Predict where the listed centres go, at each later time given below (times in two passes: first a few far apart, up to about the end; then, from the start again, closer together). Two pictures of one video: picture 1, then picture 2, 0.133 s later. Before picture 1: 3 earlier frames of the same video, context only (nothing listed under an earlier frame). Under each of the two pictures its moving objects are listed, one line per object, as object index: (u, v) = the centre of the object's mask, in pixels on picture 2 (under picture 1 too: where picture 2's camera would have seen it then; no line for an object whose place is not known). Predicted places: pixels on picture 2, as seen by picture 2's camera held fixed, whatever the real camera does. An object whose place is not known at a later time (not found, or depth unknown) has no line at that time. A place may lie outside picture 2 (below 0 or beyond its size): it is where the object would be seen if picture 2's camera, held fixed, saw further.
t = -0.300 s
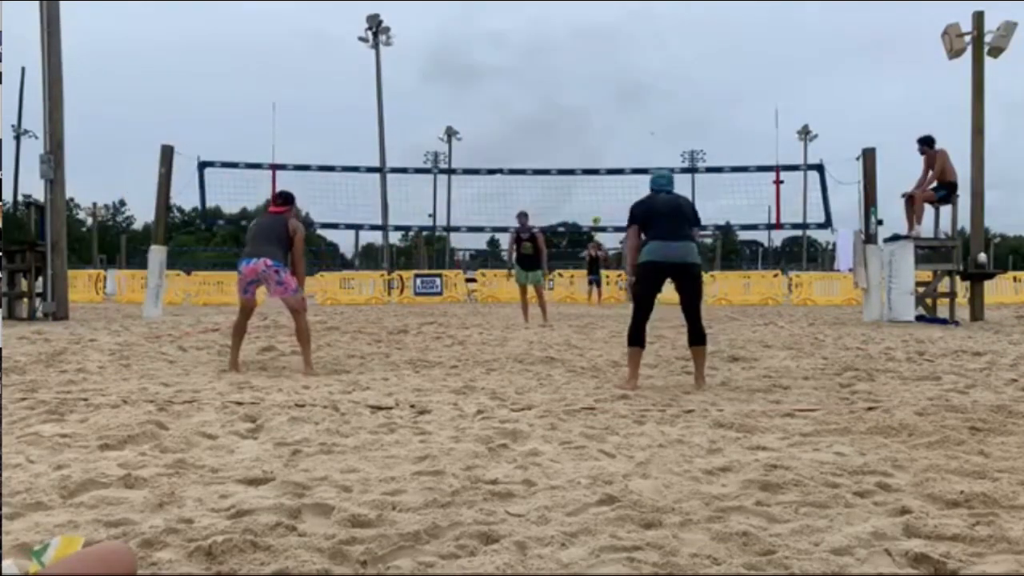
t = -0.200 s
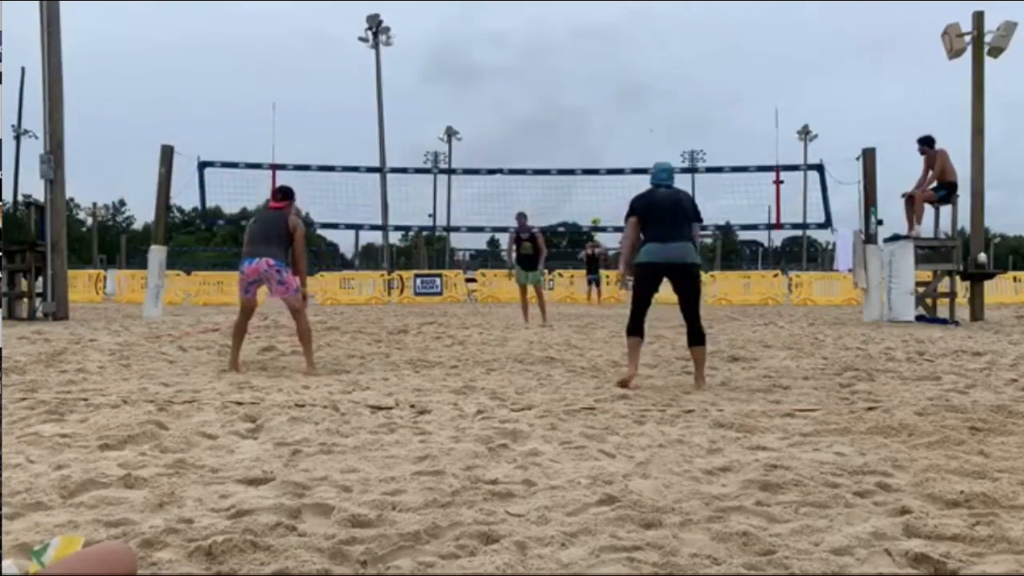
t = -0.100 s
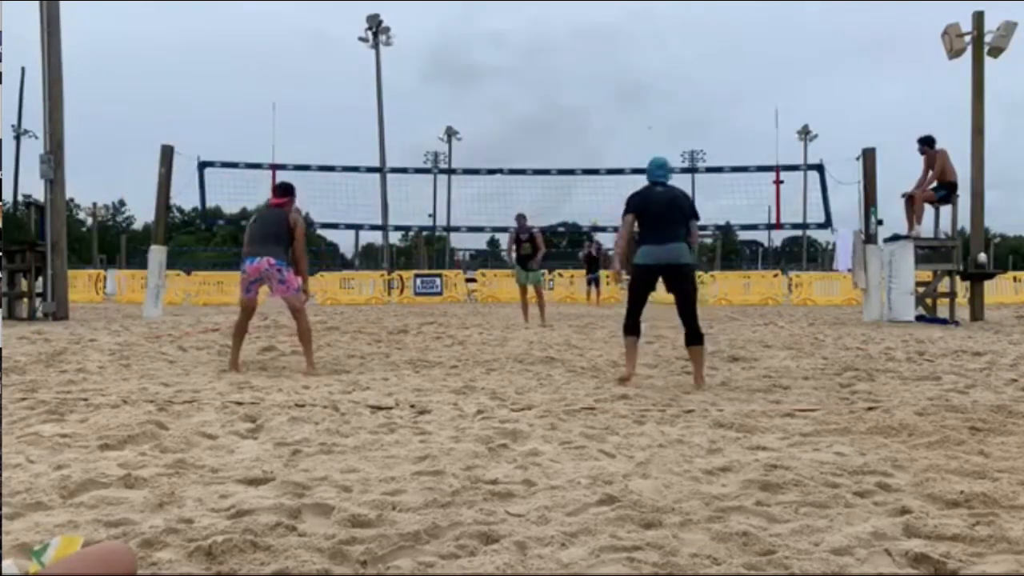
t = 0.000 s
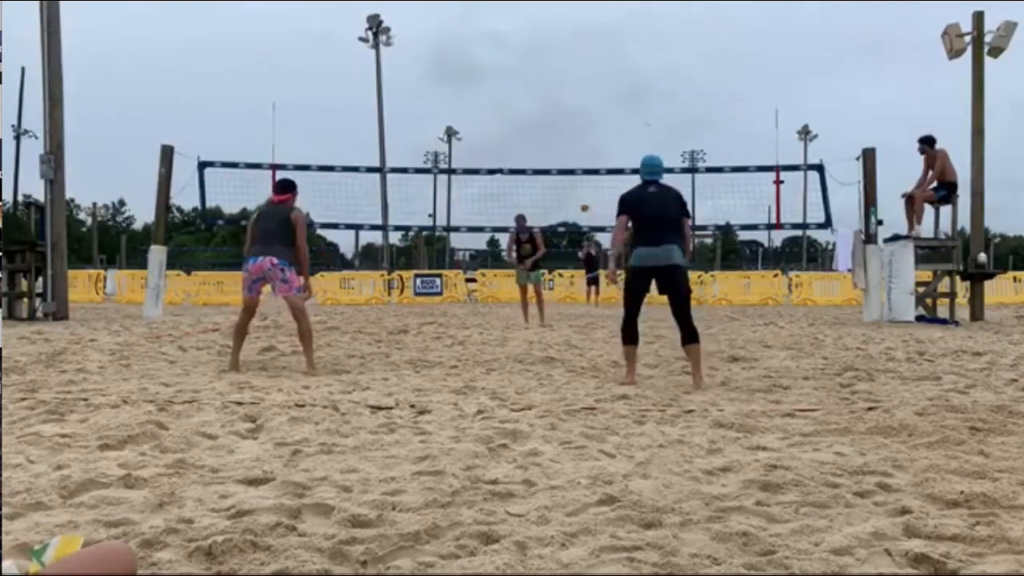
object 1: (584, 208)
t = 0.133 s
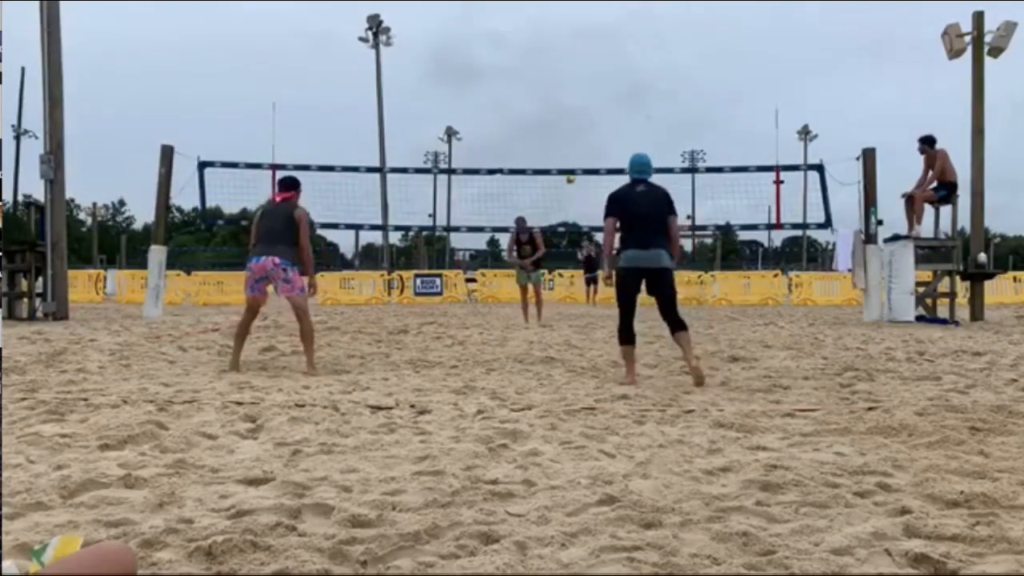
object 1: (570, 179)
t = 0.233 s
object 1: (558, 159)
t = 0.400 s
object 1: (534, 135)
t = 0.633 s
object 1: (490, 121)
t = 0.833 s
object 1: (435, 141)
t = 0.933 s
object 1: (399, 167)
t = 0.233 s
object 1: (558, 159)
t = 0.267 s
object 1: (554, 154)
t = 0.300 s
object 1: (549, 149)
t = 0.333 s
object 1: (544, 144)
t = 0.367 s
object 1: (539, 139)
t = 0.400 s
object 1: (534, 135)
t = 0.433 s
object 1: (529, 131)
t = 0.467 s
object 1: (523, 129)
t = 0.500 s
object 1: (517, 126)
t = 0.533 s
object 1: (511, 124)
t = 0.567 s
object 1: (504, 123)
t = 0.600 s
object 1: (497, 123)
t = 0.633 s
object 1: (490, 121)
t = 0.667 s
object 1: (482, 122)
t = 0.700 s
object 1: (473, 124)
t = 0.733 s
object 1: (465, 127)
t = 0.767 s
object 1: (455, 131)
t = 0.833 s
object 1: (435, 141)
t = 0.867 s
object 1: (424, 147)
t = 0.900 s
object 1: (412, 157)
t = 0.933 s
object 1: (399, 167)
